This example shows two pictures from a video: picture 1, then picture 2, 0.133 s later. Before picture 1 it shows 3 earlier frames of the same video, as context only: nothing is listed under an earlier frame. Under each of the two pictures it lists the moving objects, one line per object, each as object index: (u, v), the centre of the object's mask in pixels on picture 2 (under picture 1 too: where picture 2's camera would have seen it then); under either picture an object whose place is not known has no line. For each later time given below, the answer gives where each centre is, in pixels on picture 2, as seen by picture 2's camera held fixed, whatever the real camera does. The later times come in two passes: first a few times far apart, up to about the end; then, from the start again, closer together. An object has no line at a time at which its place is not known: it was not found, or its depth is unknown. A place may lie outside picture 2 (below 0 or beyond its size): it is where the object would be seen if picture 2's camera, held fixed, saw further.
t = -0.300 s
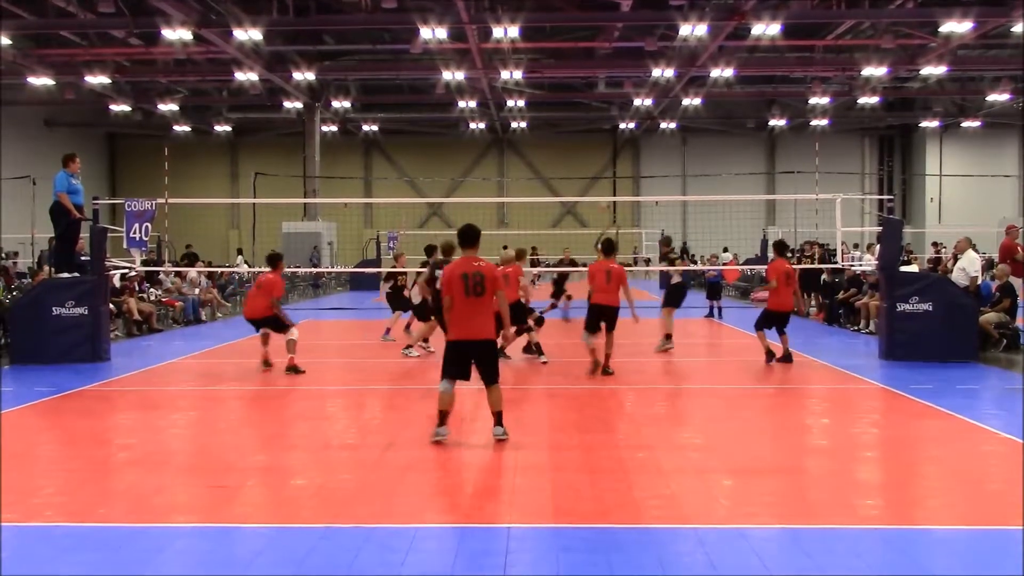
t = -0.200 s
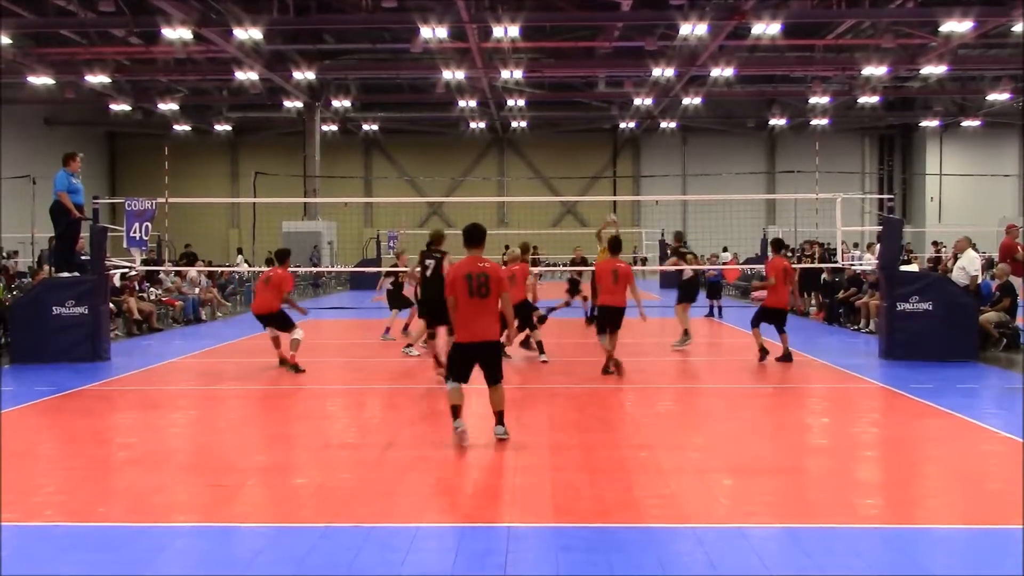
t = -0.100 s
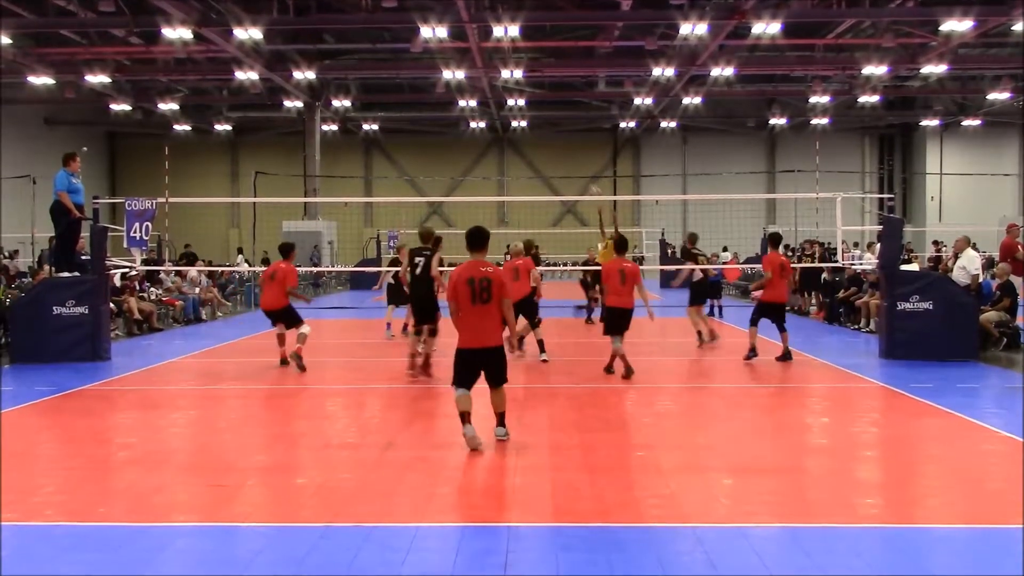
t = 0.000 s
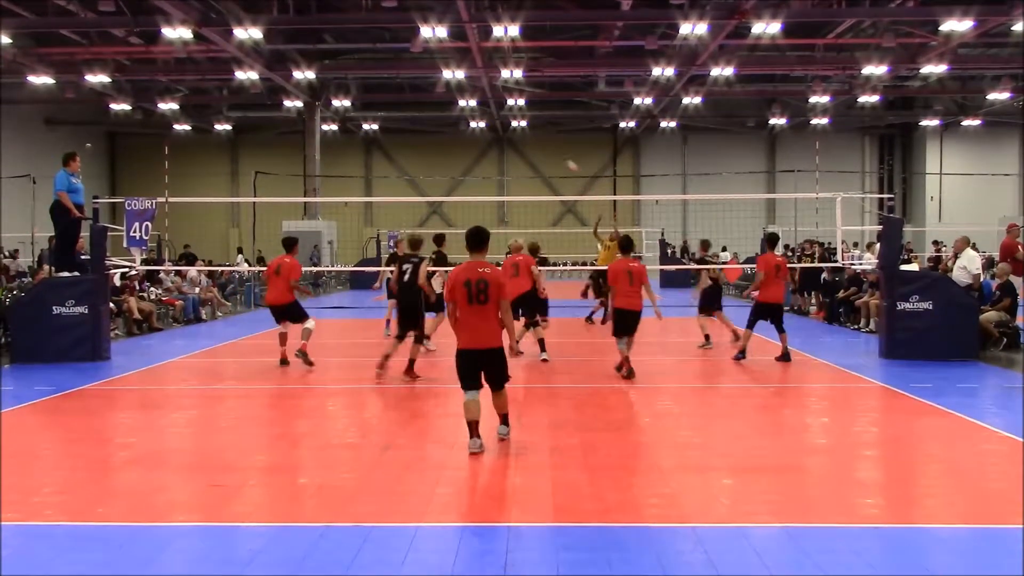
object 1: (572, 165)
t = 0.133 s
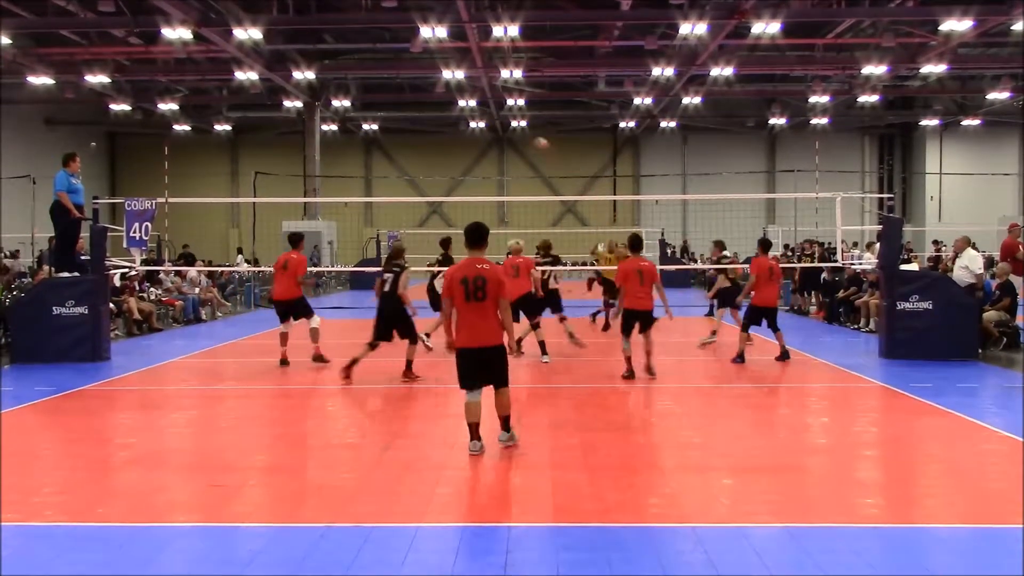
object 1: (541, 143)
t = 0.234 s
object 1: (519, 131)
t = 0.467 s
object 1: (464, 127)
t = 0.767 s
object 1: (393, 165)
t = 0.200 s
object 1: (527, 135)
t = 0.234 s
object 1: (519, 131)
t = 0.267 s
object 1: (512, 130)
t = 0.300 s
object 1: (504, 128)
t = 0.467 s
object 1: (464, 127)
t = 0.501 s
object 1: (457, 129)
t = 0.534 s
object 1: (449, 131)
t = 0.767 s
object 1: (393, 165)
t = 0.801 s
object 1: (385, 173)
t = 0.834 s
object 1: (375, 183)
